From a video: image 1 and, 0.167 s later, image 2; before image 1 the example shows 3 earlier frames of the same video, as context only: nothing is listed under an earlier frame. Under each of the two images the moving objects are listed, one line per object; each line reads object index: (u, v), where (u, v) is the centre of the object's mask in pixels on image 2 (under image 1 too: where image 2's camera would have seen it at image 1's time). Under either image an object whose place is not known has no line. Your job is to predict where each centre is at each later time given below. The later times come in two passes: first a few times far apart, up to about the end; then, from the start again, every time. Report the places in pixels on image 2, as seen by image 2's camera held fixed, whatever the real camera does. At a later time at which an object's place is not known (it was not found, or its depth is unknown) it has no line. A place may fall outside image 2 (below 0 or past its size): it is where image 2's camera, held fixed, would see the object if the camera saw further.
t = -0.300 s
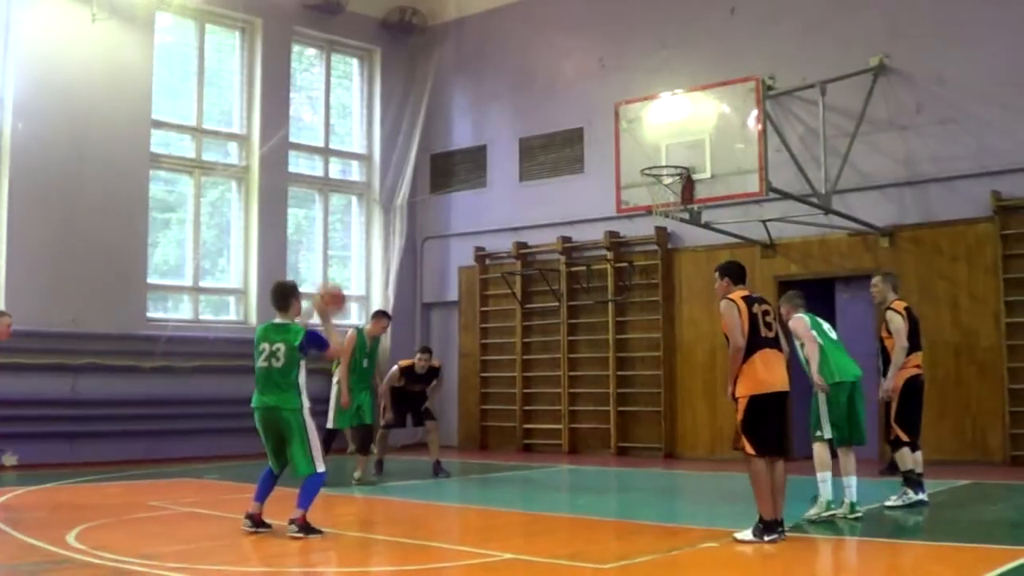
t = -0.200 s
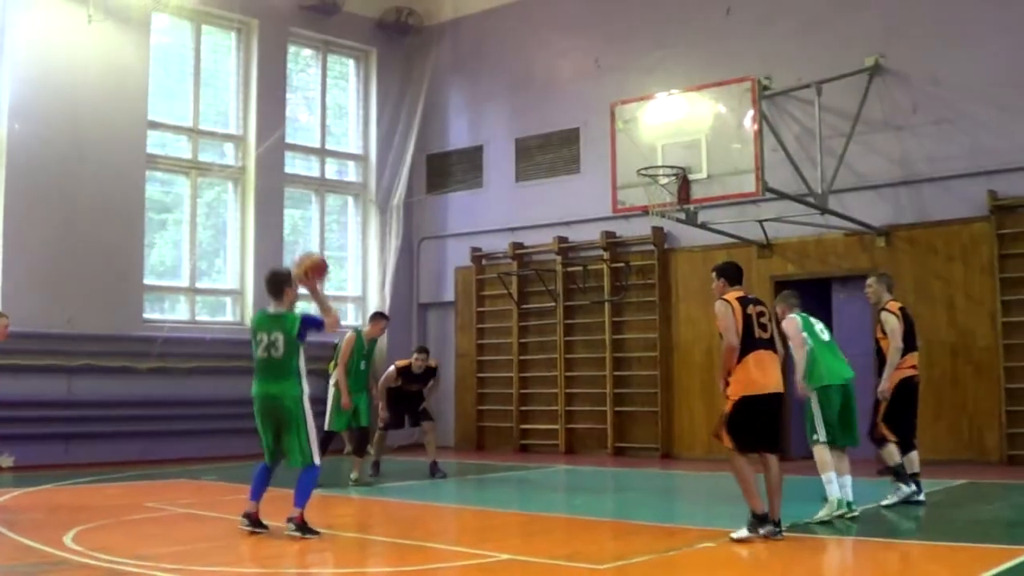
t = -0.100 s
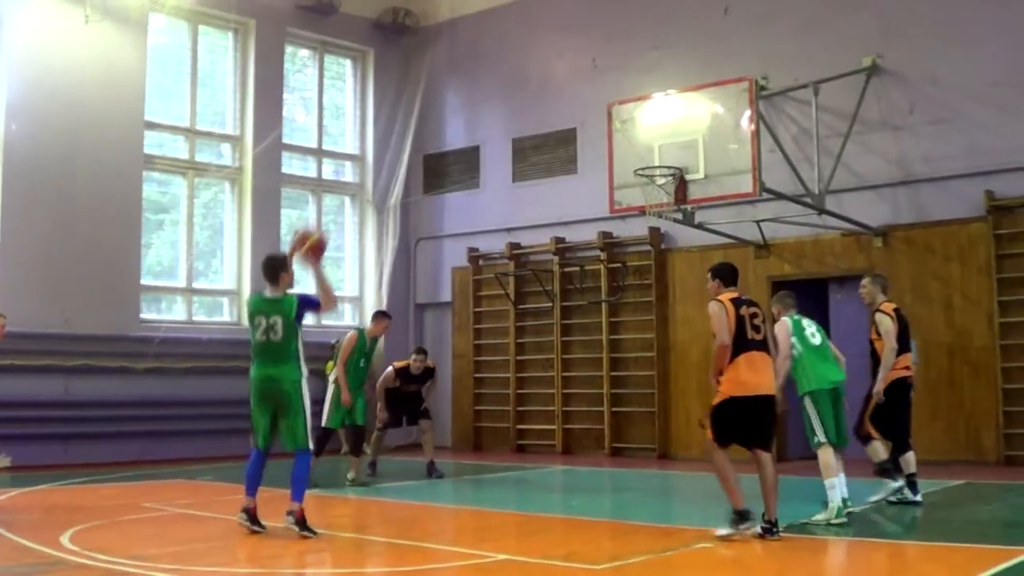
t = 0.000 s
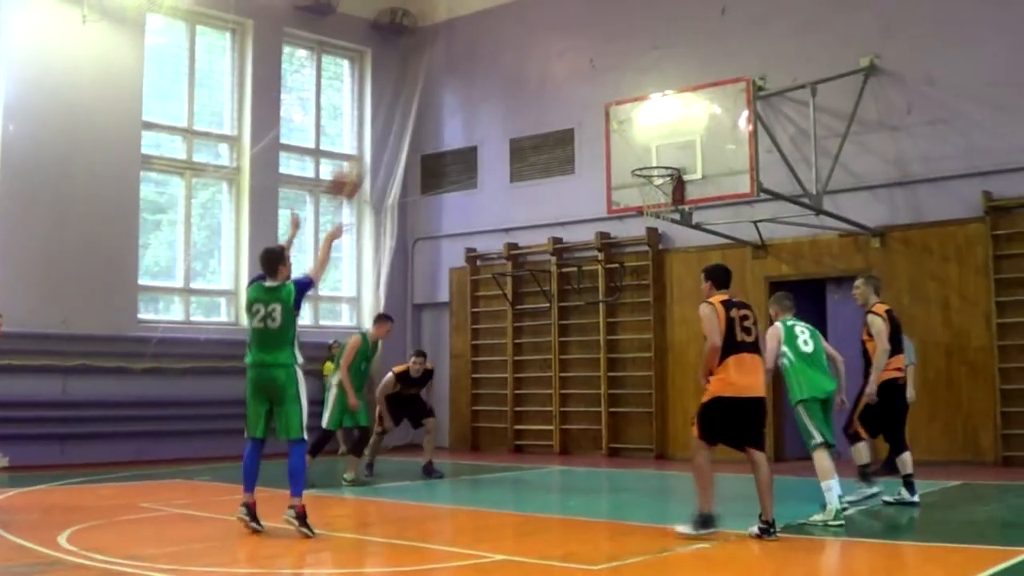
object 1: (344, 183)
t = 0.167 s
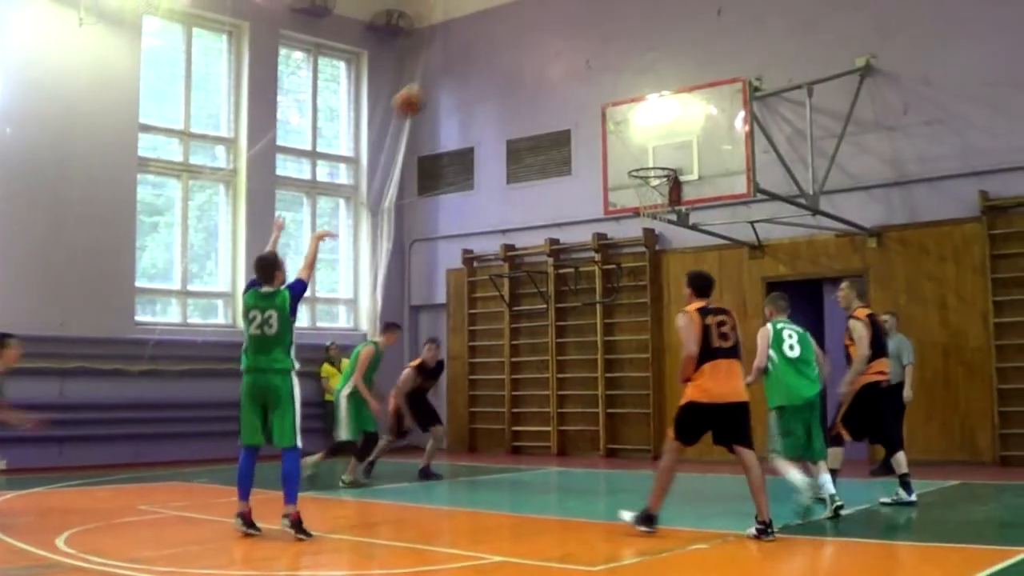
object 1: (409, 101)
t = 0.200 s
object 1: (422, 90)
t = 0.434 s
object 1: (504, 55)
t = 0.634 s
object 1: (563, 71)
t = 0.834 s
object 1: (618, 123)
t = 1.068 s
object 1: (664, 212)
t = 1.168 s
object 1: (672, 245)
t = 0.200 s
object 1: (422, 90)
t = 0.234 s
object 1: (435, 82)
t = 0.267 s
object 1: (446, 75)
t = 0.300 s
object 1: (460, 67)
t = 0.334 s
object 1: (470, 61)
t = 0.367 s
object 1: (481, 58)
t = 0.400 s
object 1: (492, 56)
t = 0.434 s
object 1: (504, 55)
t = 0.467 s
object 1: (514, 55)
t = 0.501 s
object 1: (524, 55)
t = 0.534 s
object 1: (534, 57)
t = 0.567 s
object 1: (544, 60)
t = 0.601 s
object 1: (554, 66)
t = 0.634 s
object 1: (563, 71)
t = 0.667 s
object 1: (572, 77)
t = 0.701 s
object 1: (582, 86)
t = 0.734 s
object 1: (592, 94)
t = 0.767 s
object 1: (600, 102)
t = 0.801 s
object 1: (610, 113)
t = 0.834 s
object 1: (618, 123)
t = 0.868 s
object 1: (626, 135)
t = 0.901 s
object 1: (636, 150)
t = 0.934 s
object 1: (643, 158)
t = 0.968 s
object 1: (652, 179)
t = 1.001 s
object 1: (658, 194)
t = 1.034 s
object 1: (658, 202)
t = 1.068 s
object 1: (664, 212)
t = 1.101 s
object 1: (666, 224)
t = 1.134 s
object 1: (669, 237)
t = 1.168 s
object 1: (672, 245)
